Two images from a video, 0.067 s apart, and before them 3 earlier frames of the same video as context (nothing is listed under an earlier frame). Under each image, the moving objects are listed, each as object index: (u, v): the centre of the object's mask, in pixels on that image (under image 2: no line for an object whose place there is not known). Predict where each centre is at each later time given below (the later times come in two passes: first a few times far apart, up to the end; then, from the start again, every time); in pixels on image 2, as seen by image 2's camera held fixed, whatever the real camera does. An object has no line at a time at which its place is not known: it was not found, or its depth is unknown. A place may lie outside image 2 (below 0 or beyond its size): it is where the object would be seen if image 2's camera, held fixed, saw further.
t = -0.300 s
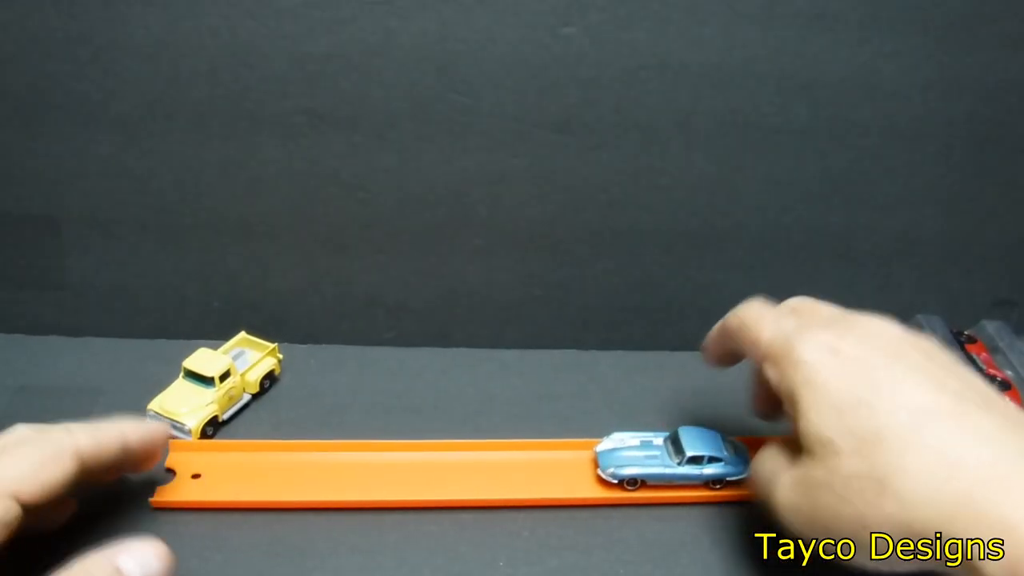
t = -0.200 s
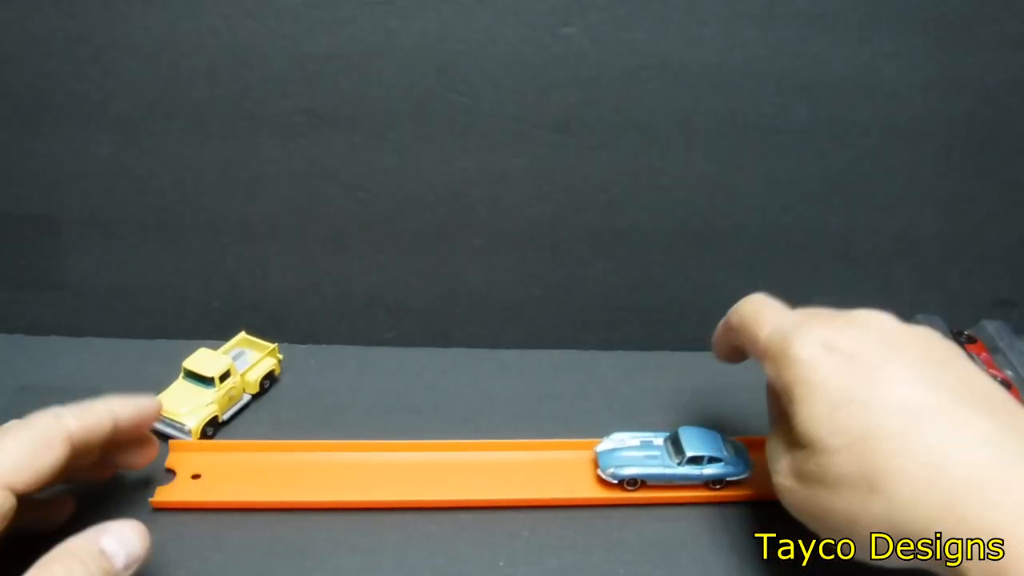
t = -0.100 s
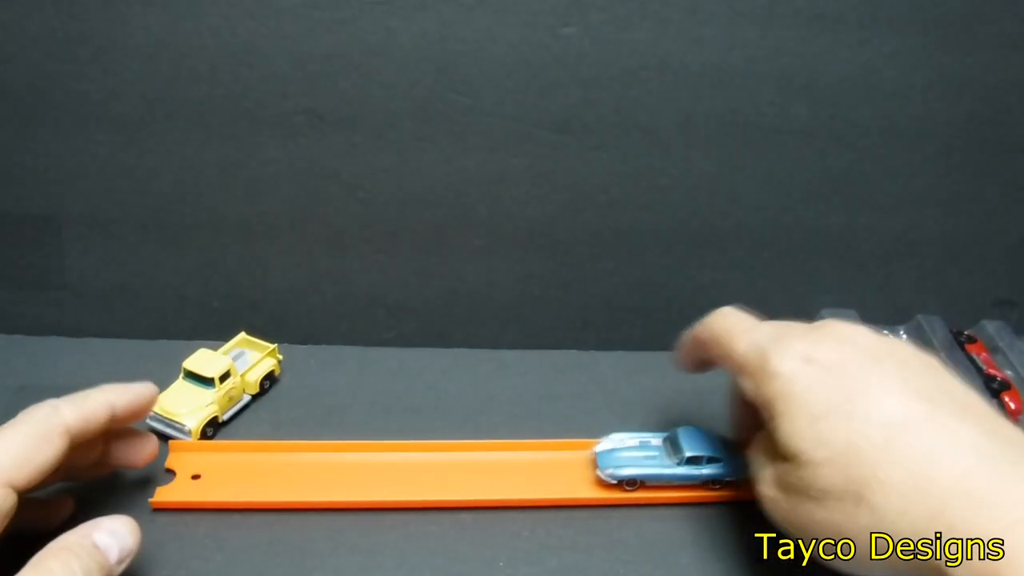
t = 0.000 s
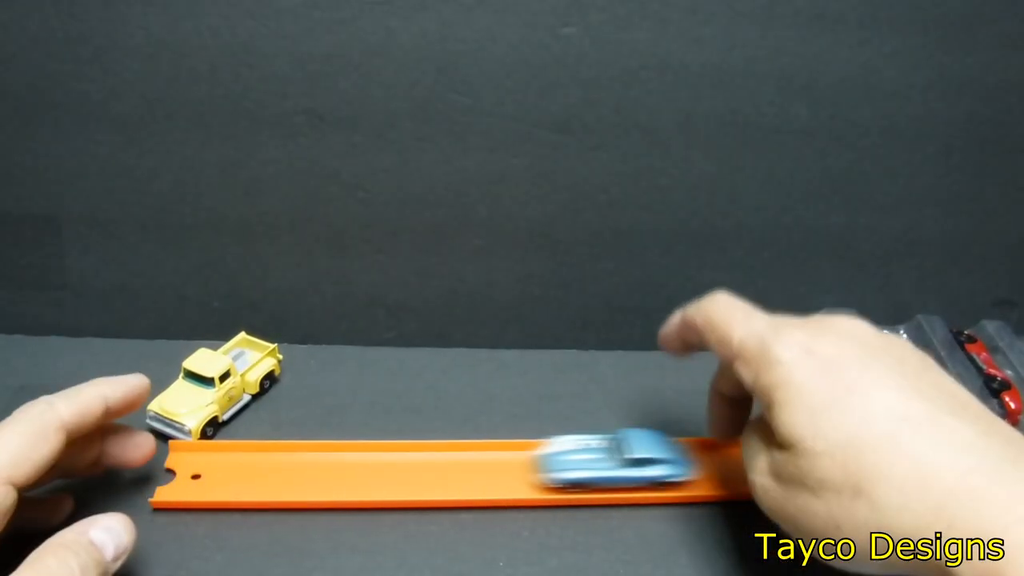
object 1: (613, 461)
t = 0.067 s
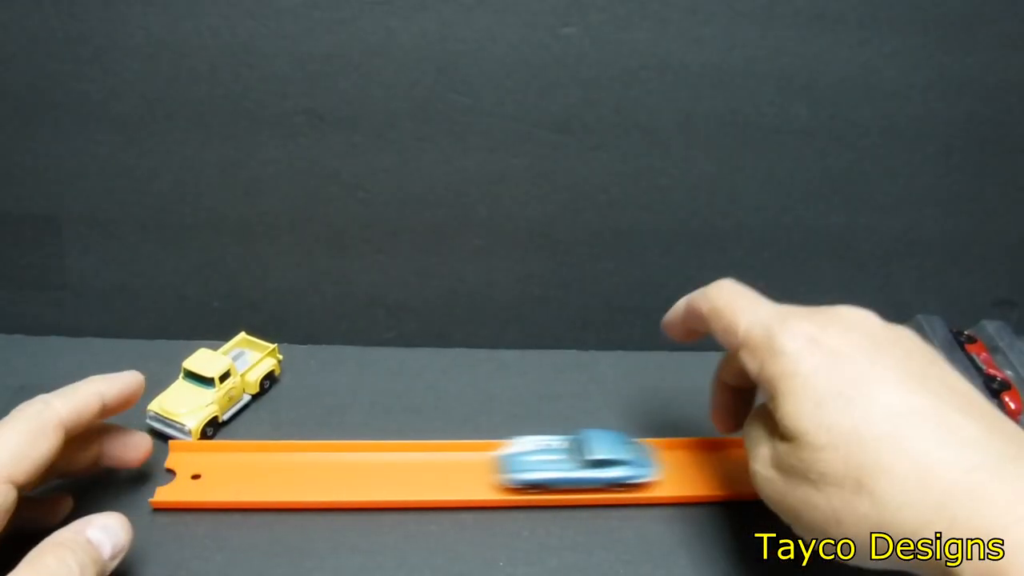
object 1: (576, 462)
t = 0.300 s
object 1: (455, 463)
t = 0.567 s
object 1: (341, 464)
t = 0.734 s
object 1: (283, 464)
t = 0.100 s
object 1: (558, 462)
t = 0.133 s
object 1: (539, 462)
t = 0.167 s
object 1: (521, 462)
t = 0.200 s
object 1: (504, 462)
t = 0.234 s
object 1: (488, 463)
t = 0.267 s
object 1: (470, 463)
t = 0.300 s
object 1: (455, 463)
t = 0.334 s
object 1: (439, 463)
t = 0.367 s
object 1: (424, 463)
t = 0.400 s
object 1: (409, 464)
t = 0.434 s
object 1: (394, 464)
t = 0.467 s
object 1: (380, 464)
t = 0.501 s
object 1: (366, 464)
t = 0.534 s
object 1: (353, 464)
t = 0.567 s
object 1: (341, 464)
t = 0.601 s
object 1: (328, 464)
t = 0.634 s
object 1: (315, 464)
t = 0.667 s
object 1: (304, 465)
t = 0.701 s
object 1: (293, 465)
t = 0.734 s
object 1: (283, 464)
